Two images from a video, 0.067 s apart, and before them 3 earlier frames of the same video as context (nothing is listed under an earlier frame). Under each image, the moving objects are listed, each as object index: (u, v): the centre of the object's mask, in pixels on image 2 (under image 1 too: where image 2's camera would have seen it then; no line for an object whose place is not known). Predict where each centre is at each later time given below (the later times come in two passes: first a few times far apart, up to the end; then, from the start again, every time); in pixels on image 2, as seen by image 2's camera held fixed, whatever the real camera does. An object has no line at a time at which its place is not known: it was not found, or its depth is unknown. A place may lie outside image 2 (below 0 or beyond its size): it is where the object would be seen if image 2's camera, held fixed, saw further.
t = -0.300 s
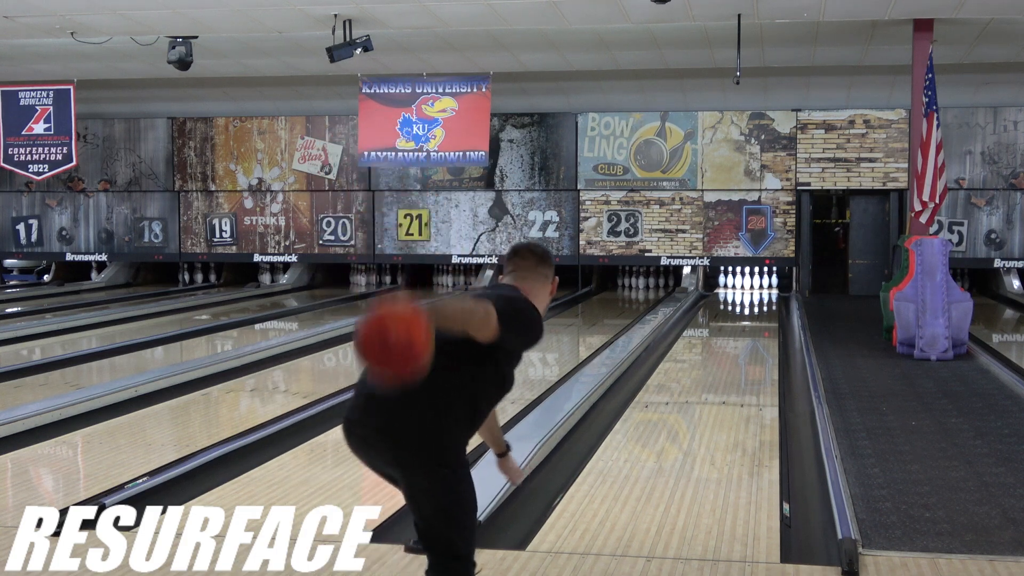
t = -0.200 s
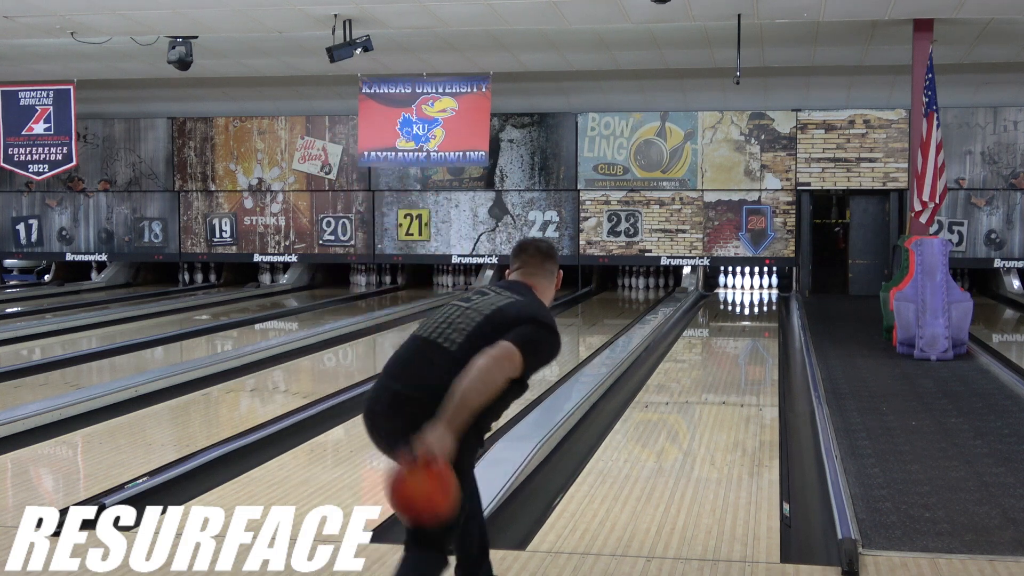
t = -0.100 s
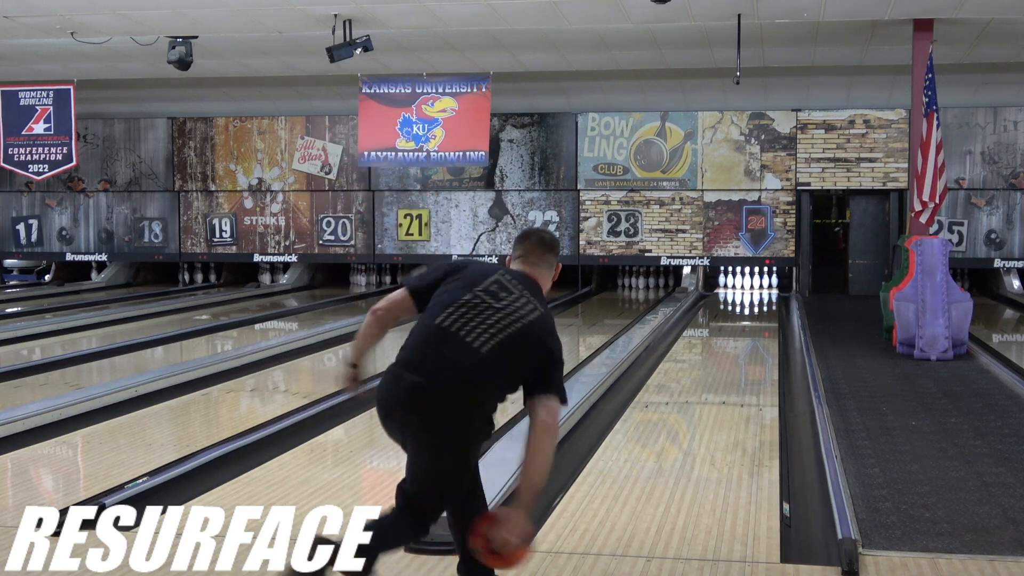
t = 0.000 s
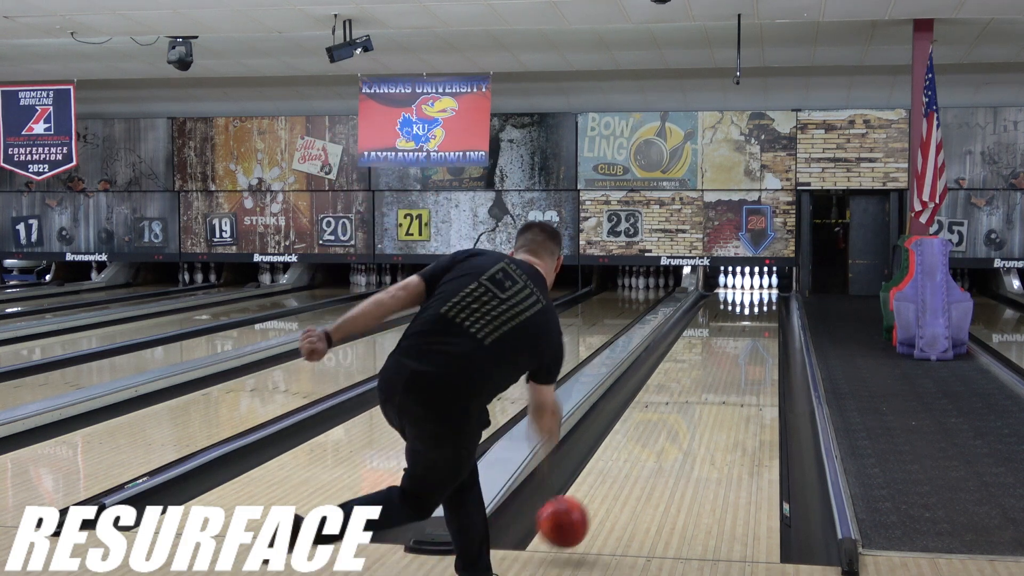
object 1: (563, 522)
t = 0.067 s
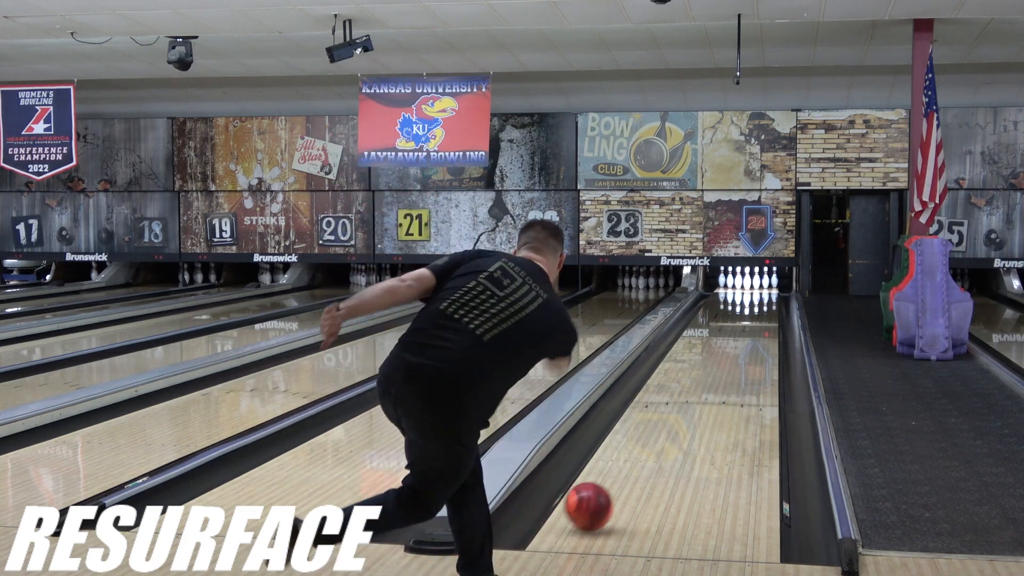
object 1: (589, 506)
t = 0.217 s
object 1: (633, 460)
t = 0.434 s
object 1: (676, 412)
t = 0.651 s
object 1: (705, 379)
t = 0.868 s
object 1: (726, 355)
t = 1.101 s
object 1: (741, 336)
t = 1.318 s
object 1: (752, 322)
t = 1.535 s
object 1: (759, 311)
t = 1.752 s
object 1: (765, 302)
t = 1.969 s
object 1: (765, 295)
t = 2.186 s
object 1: (759, 288)
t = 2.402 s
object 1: (753, 283)
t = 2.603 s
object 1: (751, 281)
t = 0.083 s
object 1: (594, 503)
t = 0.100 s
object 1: (600, 496)
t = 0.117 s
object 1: (605, 490)
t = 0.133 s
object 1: (610, 484)
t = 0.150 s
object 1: (616, 479)
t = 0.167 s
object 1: (620, 475)
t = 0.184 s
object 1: (625, 470)
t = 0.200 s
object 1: (629, 465)
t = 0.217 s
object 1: (633, 460)
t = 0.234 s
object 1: (637, 455)
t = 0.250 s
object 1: (641, 451)
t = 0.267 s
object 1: (645, 447)
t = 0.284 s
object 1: (648, 443)
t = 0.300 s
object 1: (652, 439)
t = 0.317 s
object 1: (655, 435)
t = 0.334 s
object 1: (658, 432)
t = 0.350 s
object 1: (662, 428)
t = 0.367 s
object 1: (665, 425)
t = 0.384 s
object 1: (668, 421)
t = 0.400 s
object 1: (671, 418)
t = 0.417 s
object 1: (673, 415)
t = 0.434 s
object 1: (676, 412)
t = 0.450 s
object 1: (679, 409)
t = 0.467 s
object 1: (682, 406)
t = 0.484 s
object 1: (684, 403)
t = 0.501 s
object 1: (686, 400)
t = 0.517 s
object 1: (689, 398)
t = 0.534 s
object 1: (691, 395)
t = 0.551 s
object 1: (693, 393)
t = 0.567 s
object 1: (695, 390)
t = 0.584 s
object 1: (697, 388)
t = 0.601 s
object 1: (699, 385)
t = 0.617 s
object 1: (701, 383)
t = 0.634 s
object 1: (703, 381)
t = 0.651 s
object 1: (705, 379)
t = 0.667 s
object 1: (707, 377)
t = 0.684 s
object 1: (709, 375)
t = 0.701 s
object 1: (710, 373)
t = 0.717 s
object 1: (712, 371)
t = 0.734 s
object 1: (714, 369)
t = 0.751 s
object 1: (715, 367)
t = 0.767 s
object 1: (717, 365)
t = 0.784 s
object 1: (719, 363)
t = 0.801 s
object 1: (720, 362)
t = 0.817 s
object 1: (721, 360)
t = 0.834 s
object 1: (723, 359)
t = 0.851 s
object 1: (724, 357)
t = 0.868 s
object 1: (726, 355)
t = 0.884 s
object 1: (727, 354)
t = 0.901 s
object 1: (728, 352)
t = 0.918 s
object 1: (729, 351)
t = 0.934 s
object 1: (730, 349)
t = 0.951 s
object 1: (732, 348)
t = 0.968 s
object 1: (733, 346)
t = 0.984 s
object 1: (734, 345)
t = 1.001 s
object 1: (735, 343)
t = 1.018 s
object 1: (736, 342)
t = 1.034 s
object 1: (737, 341)
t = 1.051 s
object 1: (738, 340)
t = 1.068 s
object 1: (739, 338)
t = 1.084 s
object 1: (741, 337)
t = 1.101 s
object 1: (741, 336)
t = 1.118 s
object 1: (742, 335)
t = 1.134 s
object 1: (743, 334)
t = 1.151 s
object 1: (744, 333)
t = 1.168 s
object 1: (745, 331)
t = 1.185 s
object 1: (746, 330)
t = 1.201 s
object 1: (747, 329)
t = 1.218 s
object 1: (747, 328)
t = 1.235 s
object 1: (748, 327)
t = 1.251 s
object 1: (749, 326)
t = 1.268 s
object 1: (750, 325)
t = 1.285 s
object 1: (751, 324)
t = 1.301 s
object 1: (751, 323)
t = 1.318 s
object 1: (752, 322)
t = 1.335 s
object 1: (753, 322)
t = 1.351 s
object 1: (754, 321)
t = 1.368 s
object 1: (754, 320)
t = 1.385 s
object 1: (755, 319)
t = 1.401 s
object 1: (756, 318)
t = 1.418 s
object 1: (756, 317)
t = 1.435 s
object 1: (757, 316)
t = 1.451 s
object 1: (757, 315)
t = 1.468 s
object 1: (757, 314)
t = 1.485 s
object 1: (758, 314)
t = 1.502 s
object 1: (759, 313)
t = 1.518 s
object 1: (759, 312)
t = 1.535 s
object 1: (759, 311)
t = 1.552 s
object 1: (761, 310)
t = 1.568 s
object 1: (761, 310)
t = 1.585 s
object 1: (761, 309)
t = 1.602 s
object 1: (761, 309)
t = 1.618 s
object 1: (762, 308)
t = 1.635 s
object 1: (762, 307)
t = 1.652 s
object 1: (763, 306)
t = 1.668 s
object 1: (763, 306)
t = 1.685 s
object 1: (763, 305)
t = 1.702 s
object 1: (764, 304)
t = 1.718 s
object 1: (764, 304)
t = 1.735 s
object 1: (764, 303)
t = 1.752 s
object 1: (765, 302)
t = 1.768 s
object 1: (765, 302)
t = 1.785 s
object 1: (765, 301)
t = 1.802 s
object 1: (765, 301)
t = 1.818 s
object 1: (765, 300)
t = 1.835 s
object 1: (765, 299)
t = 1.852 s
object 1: (765, 299)
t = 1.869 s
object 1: (765, 298)
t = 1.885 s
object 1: (765, 298)
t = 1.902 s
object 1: (765, 297)
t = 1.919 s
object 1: (765, 297)
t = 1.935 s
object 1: (765, 296)
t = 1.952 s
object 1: (765, 295)
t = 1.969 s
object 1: (765, 295)
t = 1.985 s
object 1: (764, 294)
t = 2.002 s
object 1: (764, 294)
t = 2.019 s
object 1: (764, 293)
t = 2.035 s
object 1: (763, 293)
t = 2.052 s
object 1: (763, 292)
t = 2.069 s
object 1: (763, 292)
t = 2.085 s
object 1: (762, 291)
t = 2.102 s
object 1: (761, 291)
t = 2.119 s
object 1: (761, 290)
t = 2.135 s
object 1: (761, 290)
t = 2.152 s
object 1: (760, 289)
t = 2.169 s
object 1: (760, 289)
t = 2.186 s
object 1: (759, 288)
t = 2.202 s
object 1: (758, 288)
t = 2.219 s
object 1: (757, 288)
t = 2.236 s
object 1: (757, 287)
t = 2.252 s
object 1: (756, 287)
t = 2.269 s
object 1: (756, 286)
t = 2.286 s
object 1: (756, 286)
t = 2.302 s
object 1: (755, 286)
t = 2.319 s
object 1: (754, 285)
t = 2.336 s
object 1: (753, 284)
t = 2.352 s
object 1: (752, 284)
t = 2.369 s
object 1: (753, 284)
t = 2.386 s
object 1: (753, 284)
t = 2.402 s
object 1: (753, 283)
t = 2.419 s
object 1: (752, 283)
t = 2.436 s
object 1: (752, 283)
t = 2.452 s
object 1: (752, 283)
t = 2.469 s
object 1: (752, 283)
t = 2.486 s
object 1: (752, 282)
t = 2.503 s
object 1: (752, 282)
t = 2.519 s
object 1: (752, 282)
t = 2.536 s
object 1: (751, 282)
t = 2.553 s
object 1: (752, 281)
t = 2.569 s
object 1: (751, 281)
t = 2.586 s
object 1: (751, 281)
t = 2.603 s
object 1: (751, 281)
